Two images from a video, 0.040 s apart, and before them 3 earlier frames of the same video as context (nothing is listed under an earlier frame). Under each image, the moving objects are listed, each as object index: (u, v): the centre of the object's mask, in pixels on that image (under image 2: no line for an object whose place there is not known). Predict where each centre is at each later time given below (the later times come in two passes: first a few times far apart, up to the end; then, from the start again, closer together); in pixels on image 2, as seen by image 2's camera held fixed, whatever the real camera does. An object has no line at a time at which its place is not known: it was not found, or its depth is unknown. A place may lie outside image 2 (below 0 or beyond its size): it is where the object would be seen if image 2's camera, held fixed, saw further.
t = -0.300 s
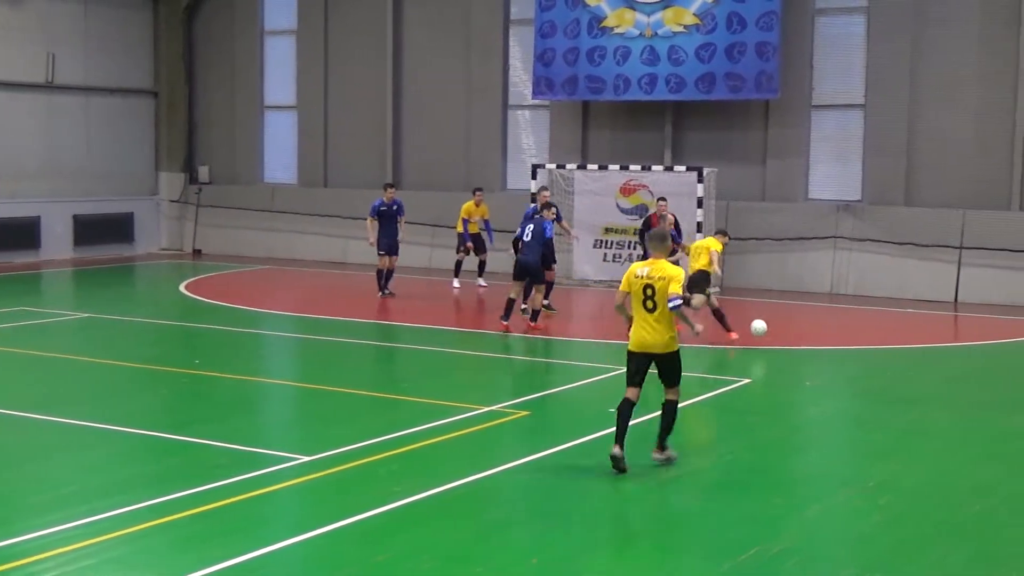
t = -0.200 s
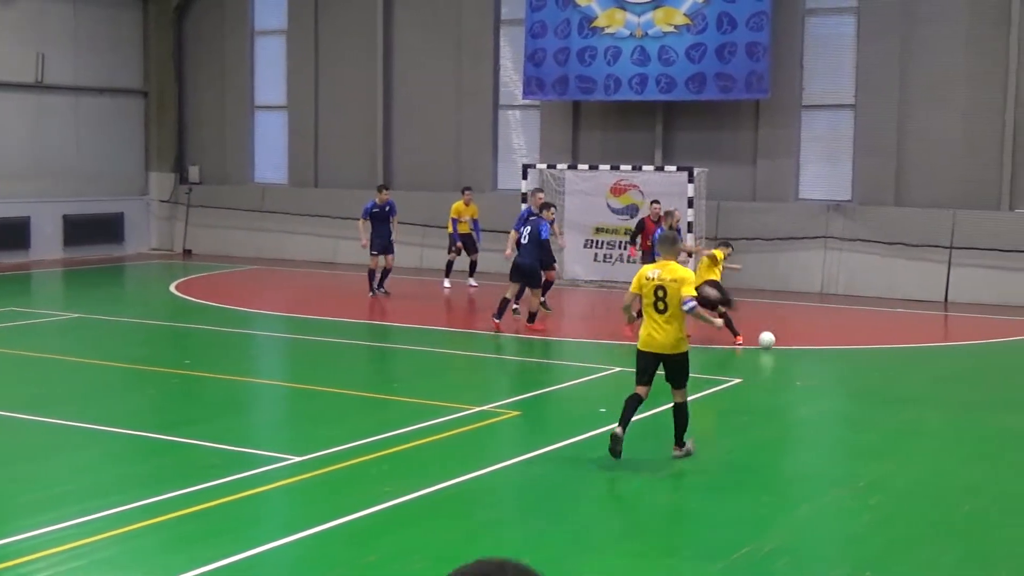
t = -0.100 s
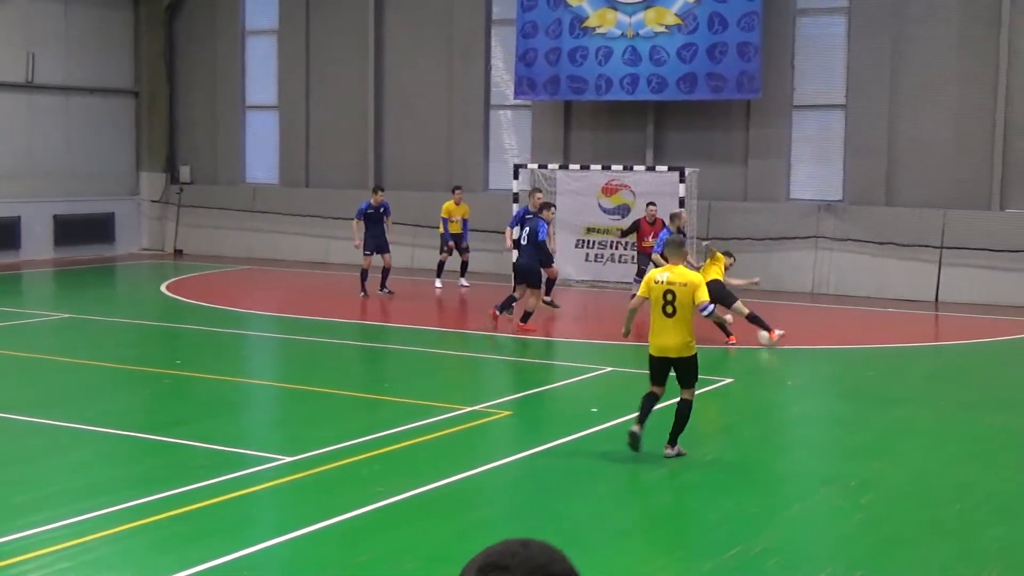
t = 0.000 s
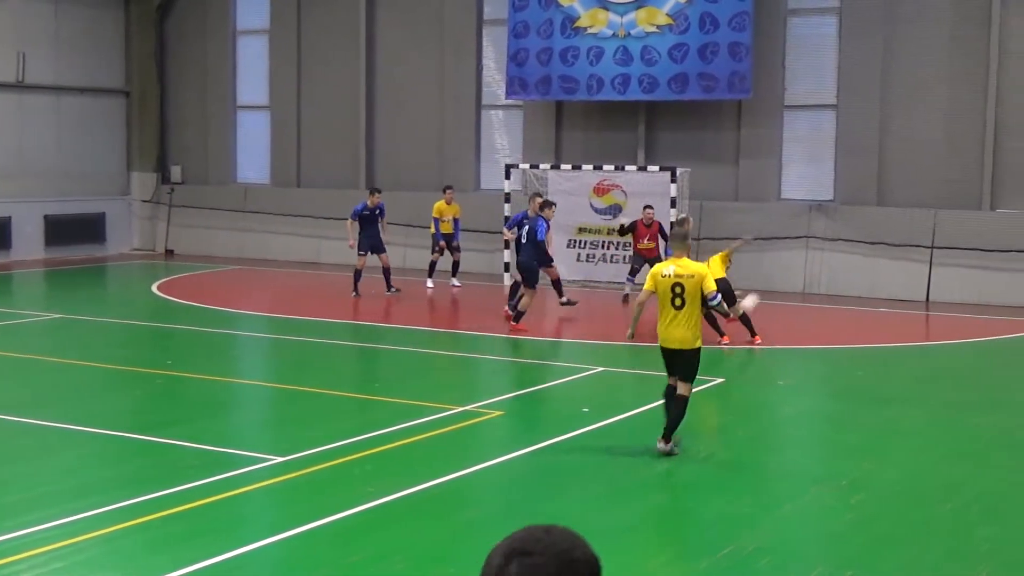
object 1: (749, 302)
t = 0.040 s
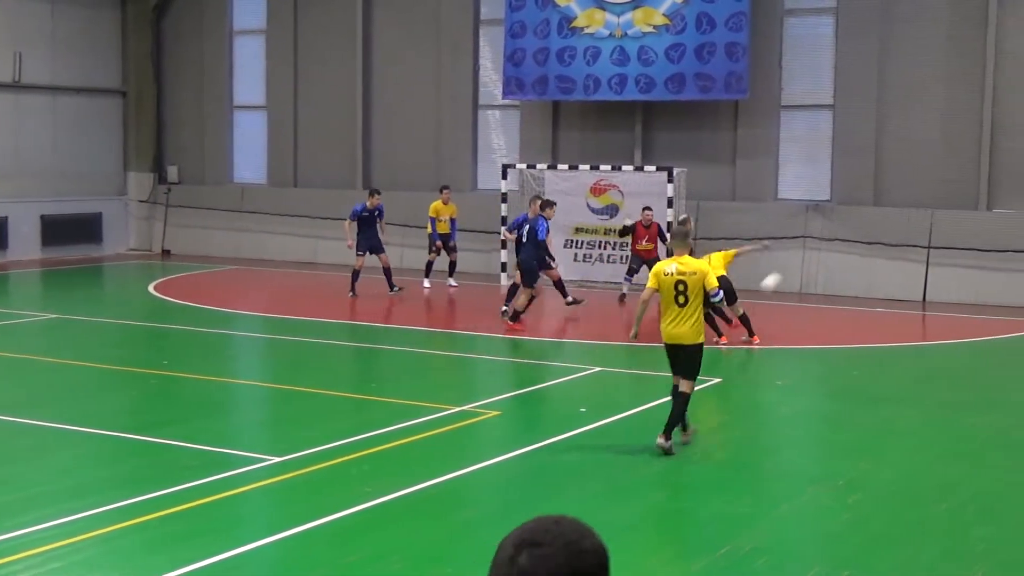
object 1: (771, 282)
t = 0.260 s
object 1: (906, 184)
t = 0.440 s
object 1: (1017, 128)
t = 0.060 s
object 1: (783, 271)
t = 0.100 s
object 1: (808, 251)
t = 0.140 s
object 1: (833, 233)
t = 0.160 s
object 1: (845, 225)
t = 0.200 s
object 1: (869, 207)
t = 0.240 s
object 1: (894, 191)
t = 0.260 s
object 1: (906, 184)
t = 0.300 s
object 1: (931, 169)
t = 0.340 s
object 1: (955, 157)
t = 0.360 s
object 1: (968, 150)
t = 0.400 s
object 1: (992, 139)
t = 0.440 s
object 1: (1017, 128)
